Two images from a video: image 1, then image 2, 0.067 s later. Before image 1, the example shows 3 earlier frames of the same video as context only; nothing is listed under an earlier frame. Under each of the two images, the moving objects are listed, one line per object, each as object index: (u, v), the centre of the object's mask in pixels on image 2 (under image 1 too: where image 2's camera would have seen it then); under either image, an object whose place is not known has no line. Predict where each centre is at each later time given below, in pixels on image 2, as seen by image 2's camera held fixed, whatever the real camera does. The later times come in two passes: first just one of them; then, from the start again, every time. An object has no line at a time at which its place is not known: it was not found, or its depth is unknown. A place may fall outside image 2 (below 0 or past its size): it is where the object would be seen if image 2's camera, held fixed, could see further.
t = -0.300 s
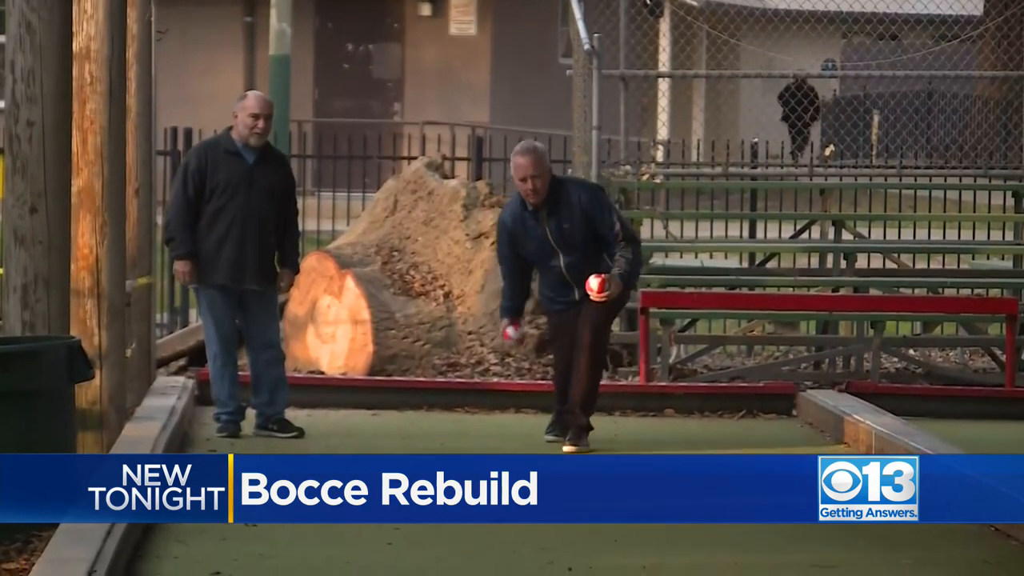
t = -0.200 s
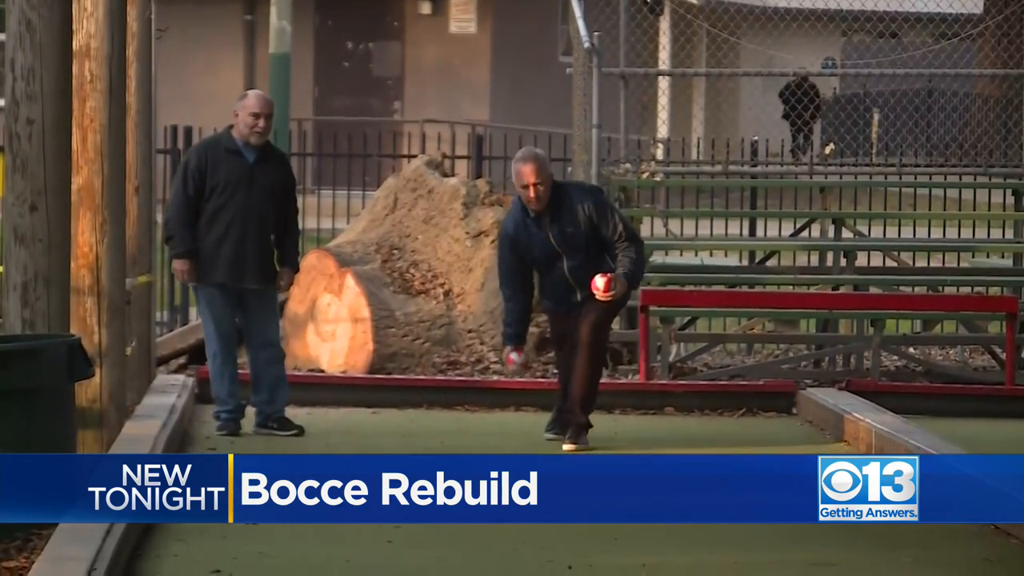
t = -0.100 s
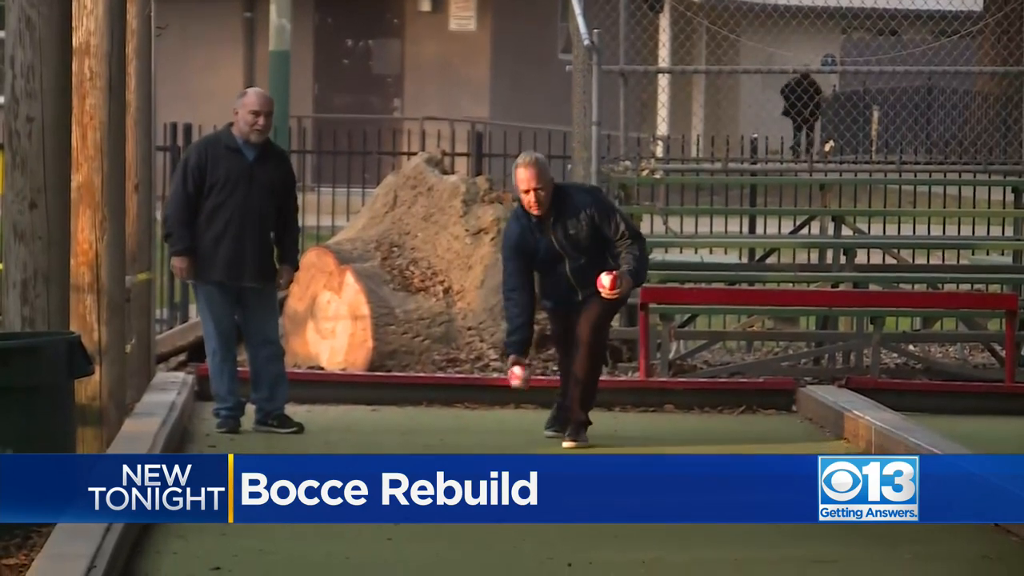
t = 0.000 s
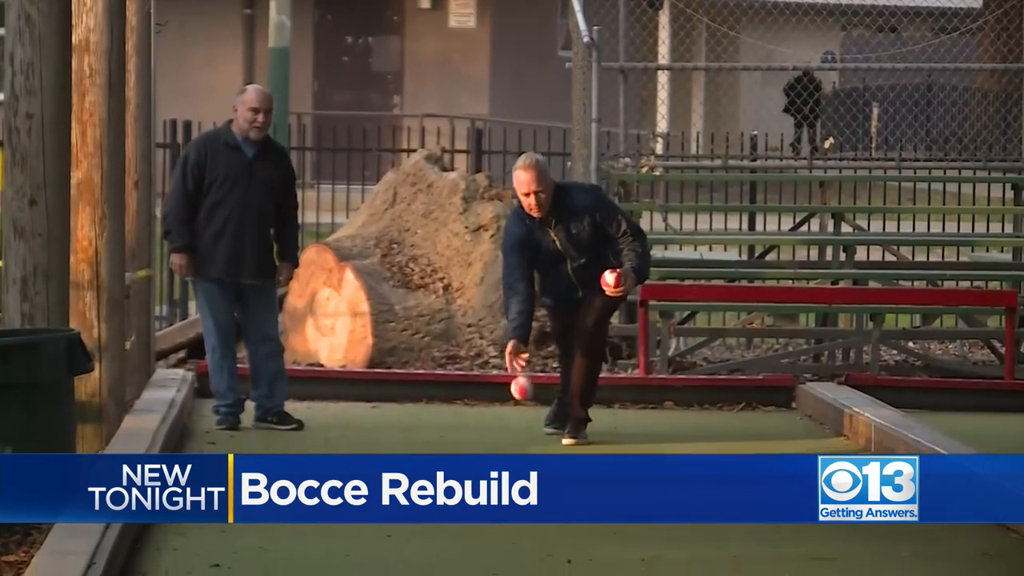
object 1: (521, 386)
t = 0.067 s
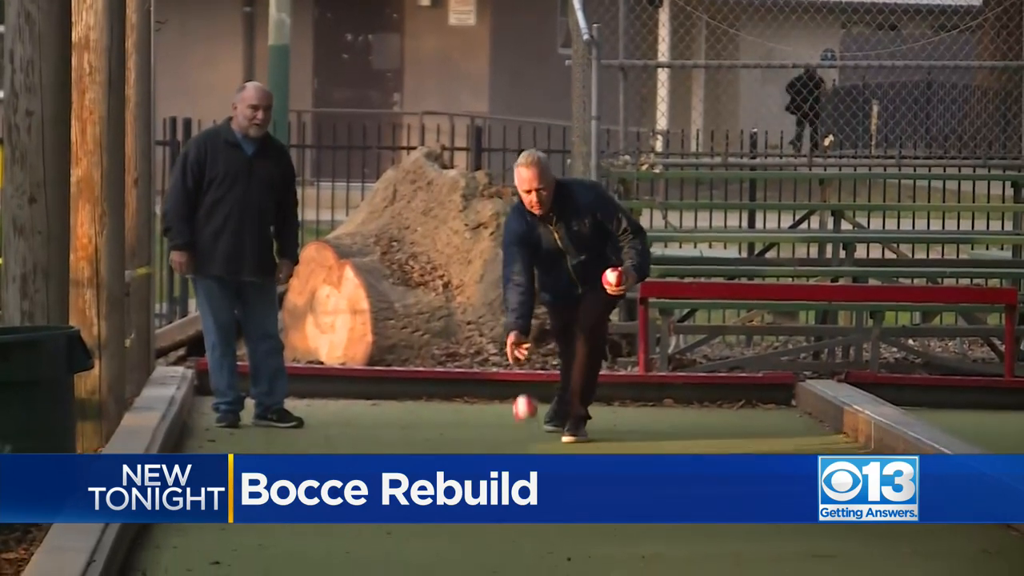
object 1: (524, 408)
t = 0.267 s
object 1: (531, 432)
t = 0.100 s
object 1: (525, 423)
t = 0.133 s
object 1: (527, 440)
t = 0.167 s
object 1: (528, 436)
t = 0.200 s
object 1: (529, 432)
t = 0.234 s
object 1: (530, 431)
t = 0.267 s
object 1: (531, 432)
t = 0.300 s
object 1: (532, 436)
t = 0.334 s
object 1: (533, 443)
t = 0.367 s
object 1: (534, 451)
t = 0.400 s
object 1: (535, 449)
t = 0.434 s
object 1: (536, 449)
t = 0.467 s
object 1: (537, 452)
